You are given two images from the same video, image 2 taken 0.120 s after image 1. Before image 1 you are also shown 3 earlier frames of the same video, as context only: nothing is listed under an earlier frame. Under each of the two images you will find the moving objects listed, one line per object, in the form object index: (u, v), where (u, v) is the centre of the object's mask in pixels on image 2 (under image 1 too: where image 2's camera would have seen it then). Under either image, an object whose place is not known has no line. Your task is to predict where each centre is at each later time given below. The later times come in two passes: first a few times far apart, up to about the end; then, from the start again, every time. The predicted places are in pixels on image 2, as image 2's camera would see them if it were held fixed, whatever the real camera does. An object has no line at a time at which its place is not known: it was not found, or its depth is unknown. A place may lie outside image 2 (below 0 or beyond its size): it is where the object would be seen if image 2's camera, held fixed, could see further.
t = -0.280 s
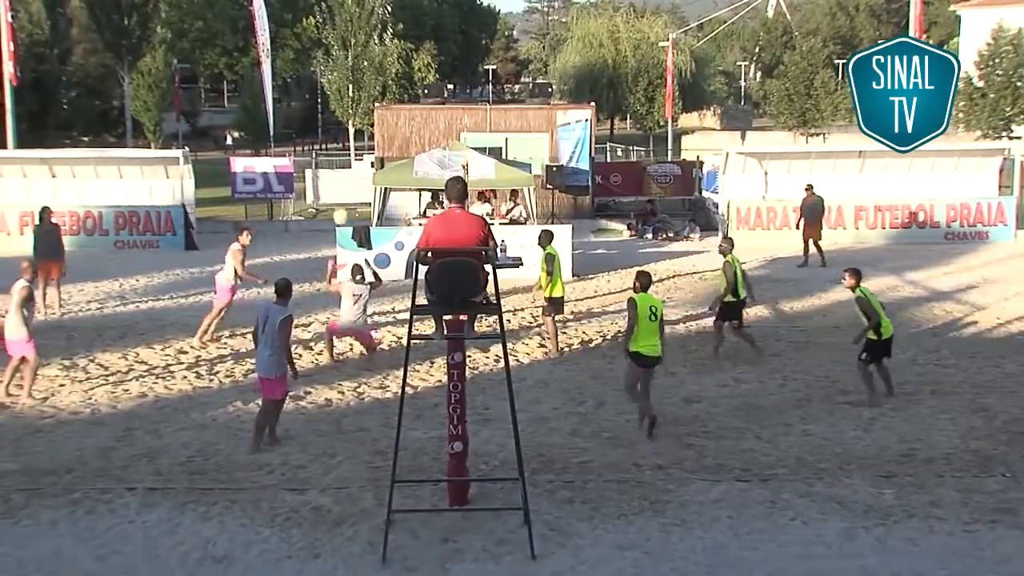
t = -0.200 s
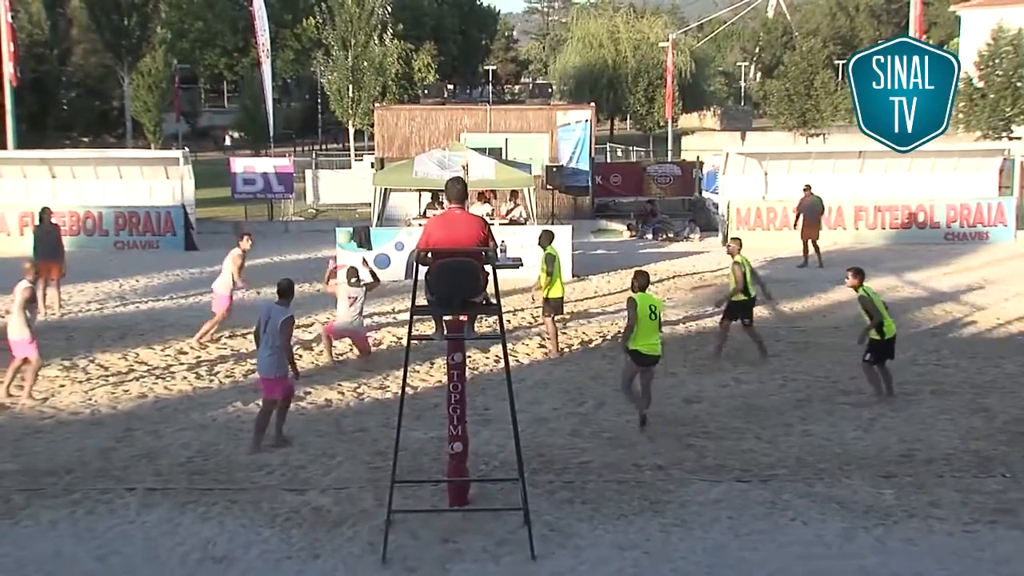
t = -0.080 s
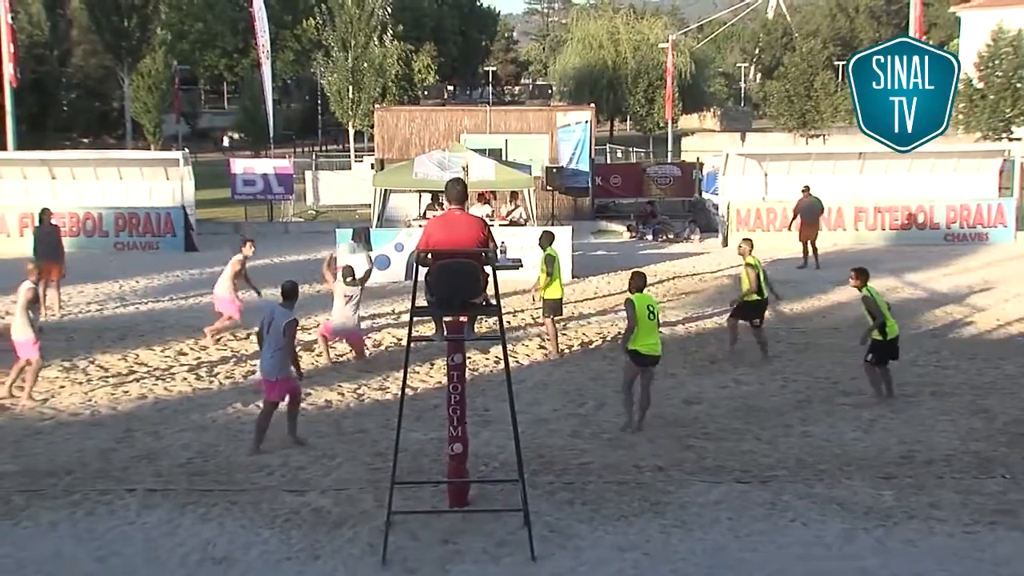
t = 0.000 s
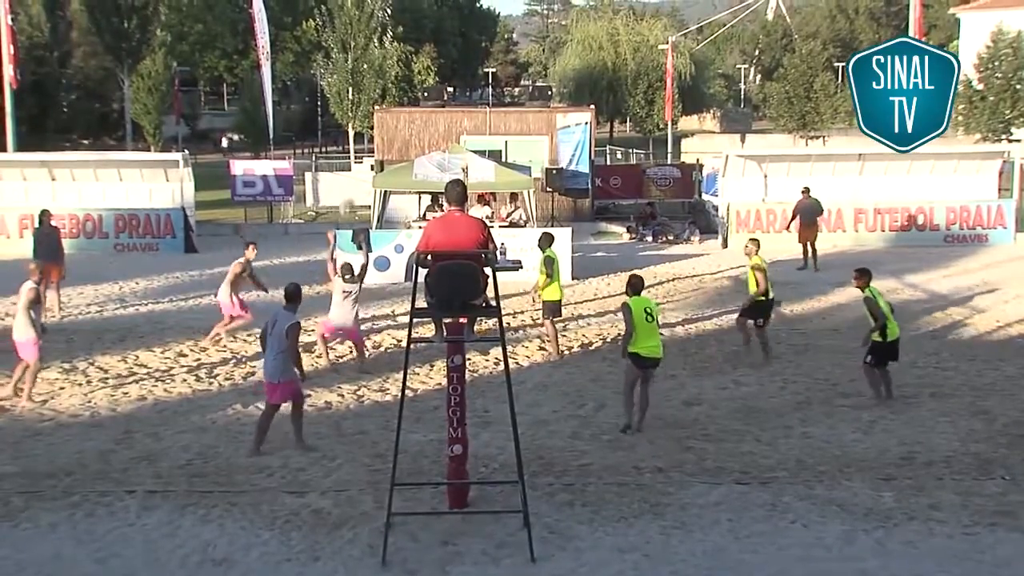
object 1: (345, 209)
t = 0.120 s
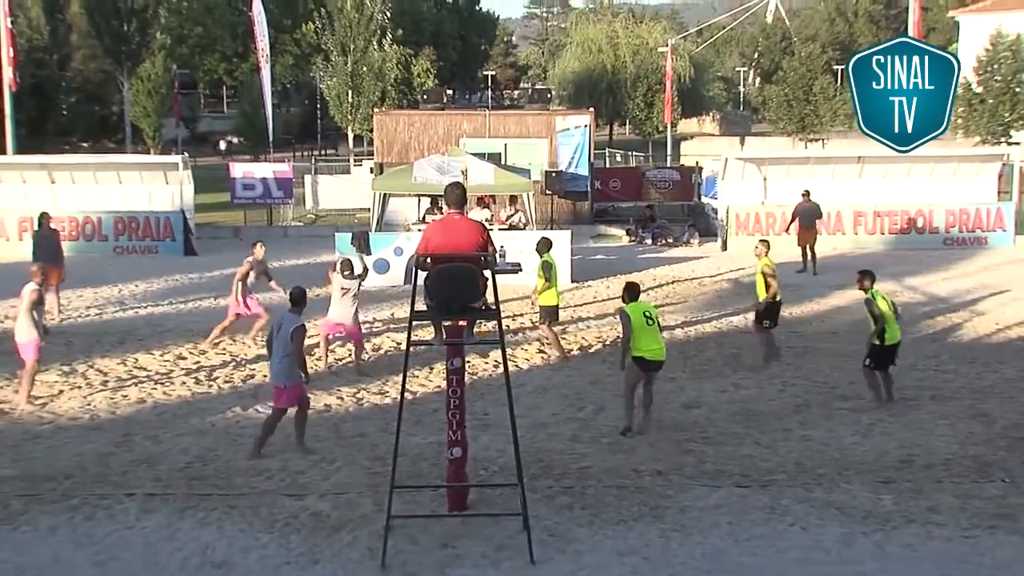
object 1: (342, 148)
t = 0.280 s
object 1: (344, 94)
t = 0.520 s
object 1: (341, 47)
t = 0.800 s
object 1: (340, 46)
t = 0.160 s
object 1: (345, 133)
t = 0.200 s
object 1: (344, 120)
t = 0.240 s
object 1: (343, 105)
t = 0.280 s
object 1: (344, 94)
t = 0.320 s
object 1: (342, 84)
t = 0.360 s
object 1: (343, 74)
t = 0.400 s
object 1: (342, 65)
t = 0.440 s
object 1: (342, 58)
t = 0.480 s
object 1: (342, 52)
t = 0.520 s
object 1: (341, 47)
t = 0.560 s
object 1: (341, 43)
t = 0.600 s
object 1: (341, 40)
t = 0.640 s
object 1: (341, 39)
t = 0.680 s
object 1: (341, 39)
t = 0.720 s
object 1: (340, 40)
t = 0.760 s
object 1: (340, 42)
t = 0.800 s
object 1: (340, 46)
